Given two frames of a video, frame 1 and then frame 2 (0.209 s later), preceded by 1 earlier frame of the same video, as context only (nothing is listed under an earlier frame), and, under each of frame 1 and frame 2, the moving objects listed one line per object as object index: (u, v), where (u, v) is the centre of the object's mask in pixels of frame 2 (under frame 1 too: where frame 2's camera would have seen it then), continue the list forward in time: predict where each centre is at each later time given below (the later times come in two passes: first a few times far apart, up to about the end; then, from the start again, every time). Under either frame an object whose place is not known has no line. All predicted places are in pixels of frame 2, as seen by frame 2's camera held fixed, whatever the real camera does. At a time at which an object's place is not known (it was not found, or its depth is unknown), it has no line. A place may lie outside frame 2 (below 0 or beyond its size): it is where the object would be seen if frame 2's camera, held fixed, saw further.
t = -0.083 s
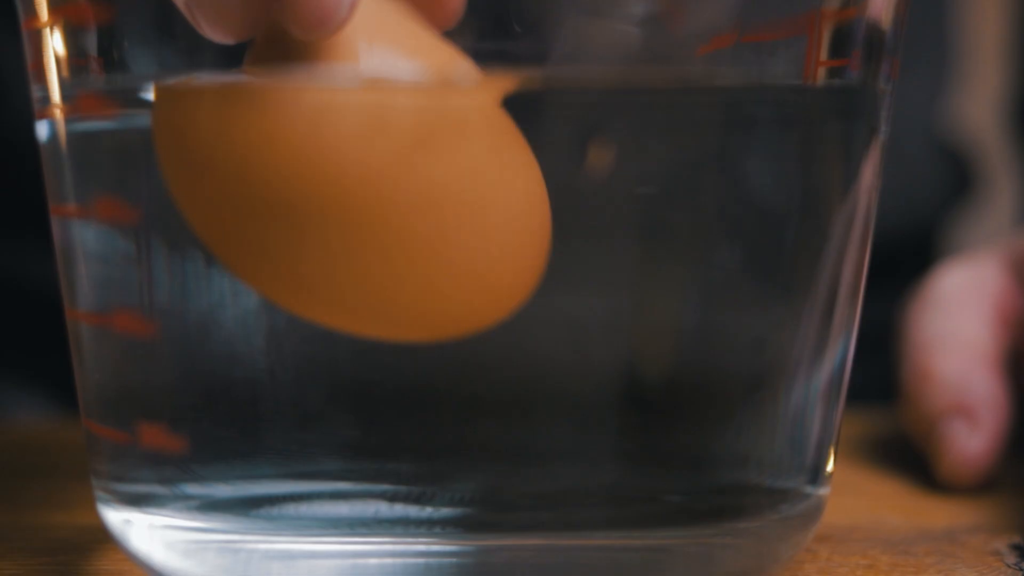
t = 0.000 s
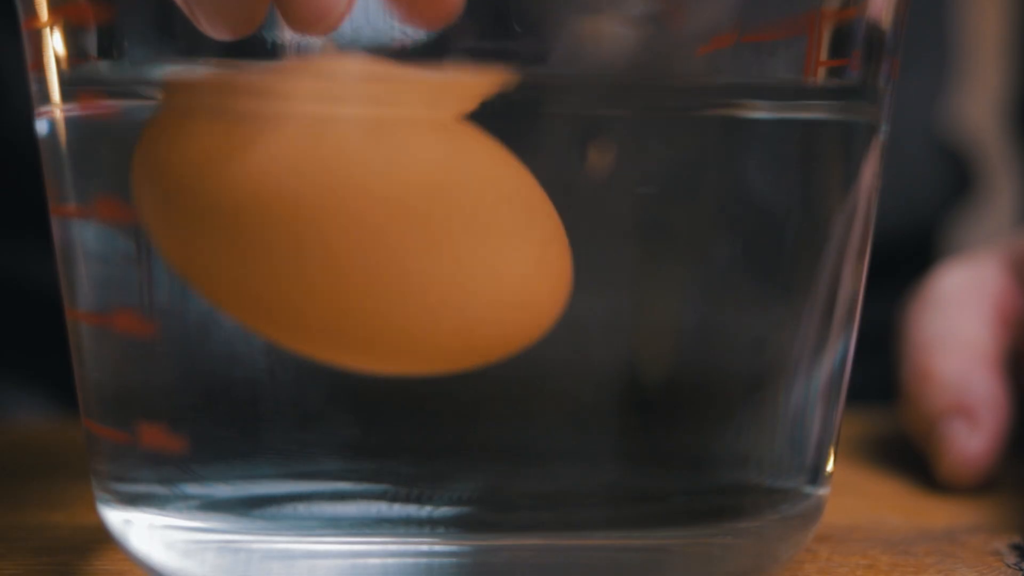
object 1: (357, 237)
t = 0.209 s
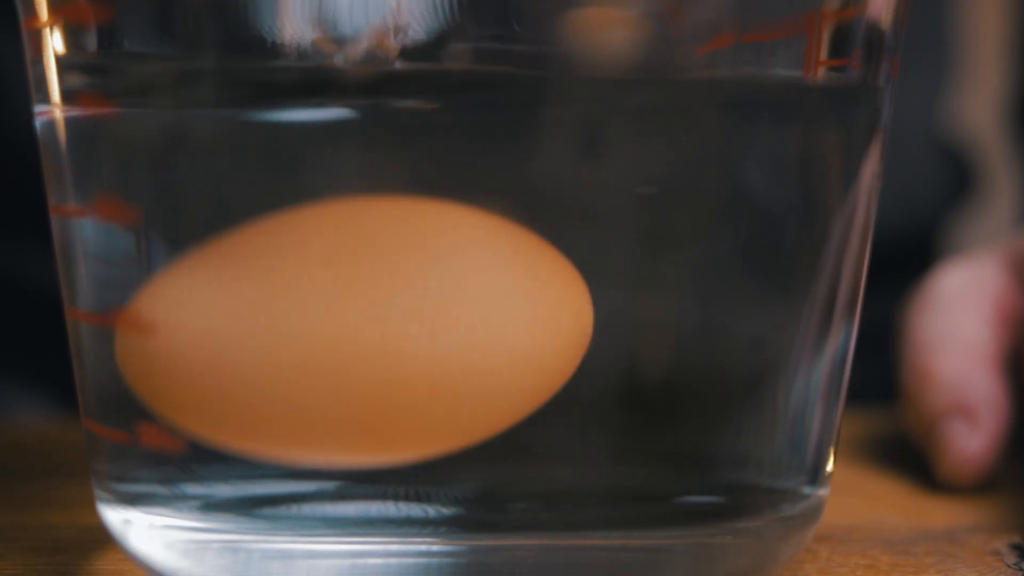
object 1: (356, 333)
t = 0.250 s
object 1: (356, 354)
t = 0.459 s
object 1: (355, 424)
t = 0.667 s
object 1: (361, 413)
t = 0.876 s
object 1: (374, 403)
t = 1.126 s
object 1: (396, 409)
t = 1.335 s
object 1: (412, 425)
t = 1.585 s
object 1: (428, 422)
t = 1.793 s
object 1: (444, 429)
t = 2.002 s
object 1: (461, 432)
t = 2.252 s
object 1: (481, 432)
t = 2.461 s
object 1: (494, 433)
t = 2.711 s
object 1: (506, 434)
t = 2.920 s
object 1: (514, 434)
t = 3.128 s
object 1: (519, 435)
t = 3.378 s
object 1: (520, 435)
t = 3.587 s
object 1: (516, 435)
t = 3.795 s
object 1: (510, 434)
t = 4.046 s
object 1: (505, 433)
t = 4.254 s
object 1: (498, 433)
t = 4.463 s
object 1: (491, 432)
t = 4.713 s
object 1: (483, 430)
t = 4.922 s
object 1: (479, 430)
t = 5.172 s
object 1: (478, 429)
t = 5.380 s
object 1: (477, 429)
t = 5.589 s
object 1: (476, 429)
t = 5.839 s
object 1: (478, 429)
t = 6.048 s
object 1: (482, 430)
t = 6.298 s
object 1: (486, 430)
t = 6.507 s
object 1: (489, 430)
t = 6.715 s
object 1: (492, 431)
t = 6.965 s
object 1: (495, 431)
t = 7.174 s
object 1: (498, 431)
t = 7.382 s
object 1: (498, 431)
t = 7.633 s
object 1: (496, 431)
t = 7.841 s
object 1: (495, 431)
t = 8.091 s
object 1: (494, 430)
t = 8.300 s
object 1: (490, 430)
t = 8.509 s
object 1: (486, 429)
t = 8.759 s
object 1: (483, 429)
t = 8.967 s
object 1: (481, 428)
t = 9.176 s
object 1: (480, 428)
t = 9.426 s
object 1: (478, 428)
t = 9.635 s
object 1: (477, 427)
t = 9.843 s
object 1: (477, 427)
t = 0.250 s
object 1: (356, 354)
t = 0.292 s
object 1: (355, 374)
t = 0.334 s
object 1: (355, 395)
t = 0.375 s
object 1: (354, 415)
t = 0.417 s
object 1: (355, 423)
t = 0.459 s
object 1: (355, 424)
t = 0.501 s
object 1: (355, 425)
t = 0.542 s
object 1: (355, 425)
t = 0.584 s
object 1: (357, 421)
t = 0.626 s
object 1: (359, 417)
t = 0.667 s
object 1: (361, 413)
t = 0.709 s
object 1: (363, 410)
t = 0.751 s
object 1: (366, 407)
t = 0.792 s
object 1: (368, 405)
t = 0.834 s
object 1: (371, 404)
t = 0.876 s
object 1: (374, 403)
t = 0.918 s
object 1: (378, 402)
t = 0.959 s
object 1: (381, 402)
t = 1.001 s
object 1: (385, 403)
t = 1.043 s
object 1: (389, 405)
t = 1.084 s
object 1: (392, 407)
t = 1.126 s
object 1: (396, 409)
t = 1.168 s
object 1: (399, 412)
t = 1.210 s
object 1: (402, 416)
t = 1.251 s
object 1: (406, 420)
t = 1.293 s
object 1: (409, 425)
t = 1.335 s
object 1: (412, 425)
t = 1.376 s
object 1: (415, 424)
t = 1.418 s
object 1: (417, 423)
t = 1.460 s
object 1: (420, 422)
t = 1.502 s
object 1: (423, 422)
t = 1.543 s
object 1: (425, 422)
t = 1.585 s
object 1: (428, 422)
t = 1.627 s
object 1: (431, 423)
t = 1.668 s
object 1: (434, 425)
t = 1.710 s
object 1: (437, 427)
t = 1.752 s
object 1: (441, 429)
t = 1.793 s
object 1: (444, 429)
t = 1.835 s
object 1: (447, 428)
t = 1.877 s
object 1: (450, 429)
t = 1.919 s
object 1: (454, 430)
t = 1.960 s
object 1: (457, 431)
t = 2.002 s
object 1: (461, 432)
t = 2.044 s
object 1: (464, 432)
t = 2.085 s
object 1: (467, 432)
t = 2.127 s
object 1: (471, 432)
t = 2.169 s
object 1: (474, 432)
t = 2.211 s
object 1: (478, 432)
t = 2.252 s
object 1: (481, 432)
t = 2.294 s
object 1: (484, 432)
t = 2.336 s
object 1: (486, 432)
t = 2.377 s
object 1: (489, 432)
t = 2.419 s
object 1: (492, 433)
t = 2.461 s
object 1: (494, 433)
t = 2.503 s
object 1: (497, 433)
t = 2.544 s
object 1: (498, 433)
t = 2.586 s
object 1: (500, 433)
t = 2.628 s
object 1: (502, 433)
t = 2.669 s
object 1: (504, 434)
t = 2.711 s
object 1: (506, 434)
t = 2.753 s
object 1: (508, 434)
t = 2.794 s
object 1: (509, 434)
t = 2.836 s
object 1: (511, 434)
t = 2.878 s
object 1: (512, 434)
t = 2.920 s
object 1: (514, 434)
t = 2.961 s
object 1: (515, 435)
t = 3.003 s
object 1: (516, 435)
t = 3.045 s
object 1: (517, 435)
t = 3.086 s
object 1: (518, 435)
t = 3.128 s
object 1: (519, 435)
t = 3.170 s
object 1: (519, 435)
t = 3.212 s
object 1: (520, 435)
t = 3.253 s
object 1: (520, 435)
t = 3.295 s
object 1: (520, 435)
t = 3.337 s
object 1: (520, 435)
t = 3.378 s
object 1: (520, 435)
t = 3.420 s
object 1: (519, 435)
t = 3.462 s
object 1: (519, 435)
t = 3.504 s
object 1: (518, 435)
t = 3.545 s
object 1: (517, 435)
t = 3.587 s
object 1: (516, 435)
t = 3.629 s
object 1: (515, 434)
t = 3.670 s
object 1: (513, 434)
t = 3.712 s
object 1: (512, 434)
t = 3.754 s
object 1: (511, 434)
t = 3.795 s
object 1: (510, 434)
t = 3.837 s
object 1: (509, 434)
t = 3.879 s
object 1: (508, 434)
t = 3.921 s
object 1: (507, 434)
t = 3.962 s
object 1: (506, 434)
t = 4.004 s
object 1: (505, 434)
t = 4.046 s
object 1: (505, 433)
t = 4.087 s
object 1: (503, 433)
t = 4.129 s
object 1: (502, 433)
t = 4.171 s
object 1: (501, 433)
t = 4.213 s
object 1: (500, 433)
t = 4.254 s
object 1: (498, 433)
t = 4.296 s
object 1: (497, 432)
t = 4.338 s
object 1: (495, 432)
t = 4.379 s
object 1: (494, 432)
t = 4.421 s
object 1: (492, 432)
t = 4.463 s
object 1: (491, 432)
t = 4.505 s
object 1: (490, 431)
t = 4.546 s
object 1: (488, 431)
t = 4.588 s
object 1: (487, 431)
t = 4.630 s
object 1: (486, 431)
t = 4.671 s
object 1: (484, 430)
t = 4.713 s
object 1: (483, 430)
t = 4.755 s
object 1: (482, 430)
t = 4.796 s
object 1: (482, 430)
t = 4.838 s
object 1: (481, 430)
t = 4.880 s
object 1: (480, 430)
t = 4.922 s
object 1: (479, 430)
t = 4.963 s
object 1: (479, 430)
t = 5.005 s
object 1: (478, 429)
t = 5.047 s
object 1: (478, 429)
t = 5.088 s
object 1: (478, 429)
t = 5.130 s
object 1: (478, 429)
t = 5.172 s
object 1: (478, 429)
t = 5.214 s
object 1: (478, 429)
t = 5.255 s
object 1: (478, 429)
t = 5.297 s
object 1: (478, 429)
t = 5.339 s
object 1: (477, 429)
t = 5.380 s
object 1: (477, 429)
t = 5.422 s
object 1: (477, 429)
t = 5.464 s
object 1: (477, 429)
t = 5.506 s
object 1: (477, 429)
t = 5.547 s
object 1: (477, 429)
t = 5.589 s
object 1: (476, 429)
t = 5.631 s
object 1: (476, 429)
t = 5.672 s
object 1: (476, 429)
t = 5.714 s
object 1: (476, 429)
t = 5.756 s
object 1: (477, 429)
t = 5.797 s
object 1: (478, 429)
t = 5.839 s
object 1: (478, 429)
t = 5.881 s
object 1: (479, 429)
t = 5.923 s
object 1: (480, 429)
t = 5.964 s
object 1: (481, 430)
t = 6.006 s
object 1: (481, 430)
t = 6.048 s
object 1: (482, 430)
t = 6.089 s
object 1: (483, 430)
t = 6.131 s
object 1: (484, 430)
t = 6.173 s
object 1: (484, 430)
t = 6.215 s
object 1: (485, 430)
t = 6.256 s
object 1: (485, 430)
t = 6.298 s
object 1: (486, 430)
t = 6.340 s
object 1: (486, 430)
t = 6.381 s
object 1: (487, 430)
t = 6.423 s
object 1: (487, 430)
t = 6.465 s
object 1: (488, 430)
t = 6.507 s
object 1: (489, 430)
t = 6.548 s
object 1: (489, 431)
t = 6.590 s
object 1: (490, 431)
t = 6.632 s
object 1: (491, 431)
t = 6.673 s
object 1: (491, 431)
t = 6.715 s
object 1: (492, 431)
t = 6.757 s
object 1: (492, 431)
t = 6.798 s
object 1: (493, 431)
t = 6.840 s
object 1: (493, 431)
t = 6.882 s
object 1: (494, 431)
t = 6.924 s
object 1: (494, 431)
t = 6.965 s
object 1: (495, 431)
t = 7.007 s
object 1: (496, 431)
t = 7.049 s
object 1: (496, 431)
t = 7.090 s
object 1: (497, 431)
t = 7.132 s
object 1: (497, 431)
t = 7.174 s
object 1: (498, 431)
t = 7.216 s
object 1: (498, 431)
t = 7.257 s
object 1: (498, 431)
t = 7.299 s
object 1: (498, 431)
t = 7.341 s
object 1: (498, 431)
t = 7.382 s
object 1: (498, 431)
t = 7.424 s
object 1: (498, 431)
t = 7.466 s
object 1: (498, 431)
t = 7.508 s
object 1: (497, 431)
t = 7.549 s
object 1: (497, 431)
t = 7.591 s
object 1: (497, 431)
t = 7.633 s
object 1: (496, 431)
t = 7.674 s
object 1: (496, 431)
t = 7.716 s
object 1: (496, 431)
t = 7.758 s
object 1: (496, 431)
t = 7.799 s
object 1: (495, 431)
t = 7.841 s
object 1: (495, 431)
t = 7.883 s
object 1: (495, 431)
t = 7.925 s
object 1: (495, 431)
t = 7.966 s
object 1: (495, 431)
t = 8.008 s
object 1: (495, 431)
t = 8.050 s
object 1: (494, 430)
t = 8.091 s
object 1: (494, 430)
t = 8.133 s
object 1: (493, 430)
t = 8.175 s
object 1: (492, 430)
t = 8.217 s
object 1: (492, 430)
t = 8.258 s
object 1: (491, 430)
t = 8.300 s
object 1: (490, 430)
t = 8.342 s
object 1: (489, 430)
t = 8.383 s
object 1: (489, 430)
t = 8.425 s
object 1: (488, 429)
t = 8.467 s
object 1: (487, 429)
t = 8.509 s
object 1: (486, 429)
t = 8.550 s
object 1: (486, 429)
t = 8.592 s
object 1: (485, 429)
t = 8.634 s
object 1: (484, 429)
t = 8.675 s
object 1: (484, 429)
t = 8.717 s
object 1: (483, 429)
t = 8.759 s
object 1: (483, 429)
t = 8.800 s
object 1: (482, 428)
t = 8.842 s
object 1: (482, 428)
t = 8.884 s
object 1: (481, 428)
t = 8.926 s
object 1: (481, 428)
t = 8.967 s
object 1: (481, 428)
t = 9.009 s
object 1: (481, 428)
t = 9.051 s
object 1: (480, 428)
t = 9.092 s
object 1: (480, 428)
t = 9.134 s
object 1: (480, 428)
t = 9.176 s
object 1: (480, 428)
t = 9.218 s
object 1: (480, 428)
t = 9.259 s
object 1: (479, 428)
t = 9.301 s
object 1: (479, 428)
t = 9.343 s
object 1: (479, 428)
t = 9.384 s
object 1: (478, 428)
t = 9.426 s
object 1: (478, 428)
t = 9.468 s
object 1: (478, 428)
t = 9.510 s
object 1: (477, 427)
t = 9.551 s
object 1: (477, 427)
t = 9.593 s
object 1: (477, 427)
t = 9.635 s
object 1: (477, 427)
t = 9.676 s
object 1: (477, 427)
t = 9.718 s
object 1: (476, 427)
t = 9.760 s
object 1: (476, 427)
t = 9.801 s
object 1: (477, 427)
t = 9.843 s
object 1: (477, 427)
